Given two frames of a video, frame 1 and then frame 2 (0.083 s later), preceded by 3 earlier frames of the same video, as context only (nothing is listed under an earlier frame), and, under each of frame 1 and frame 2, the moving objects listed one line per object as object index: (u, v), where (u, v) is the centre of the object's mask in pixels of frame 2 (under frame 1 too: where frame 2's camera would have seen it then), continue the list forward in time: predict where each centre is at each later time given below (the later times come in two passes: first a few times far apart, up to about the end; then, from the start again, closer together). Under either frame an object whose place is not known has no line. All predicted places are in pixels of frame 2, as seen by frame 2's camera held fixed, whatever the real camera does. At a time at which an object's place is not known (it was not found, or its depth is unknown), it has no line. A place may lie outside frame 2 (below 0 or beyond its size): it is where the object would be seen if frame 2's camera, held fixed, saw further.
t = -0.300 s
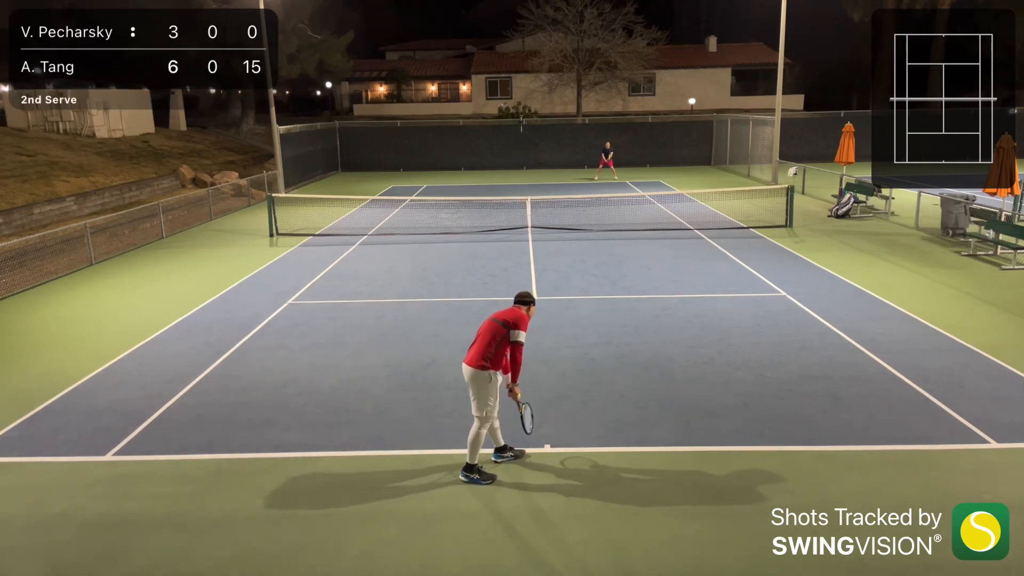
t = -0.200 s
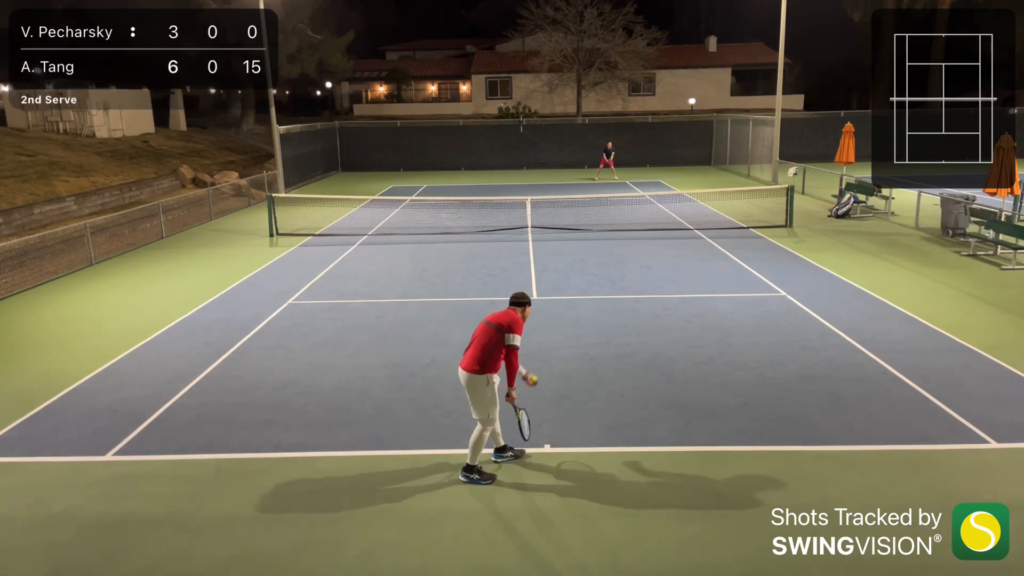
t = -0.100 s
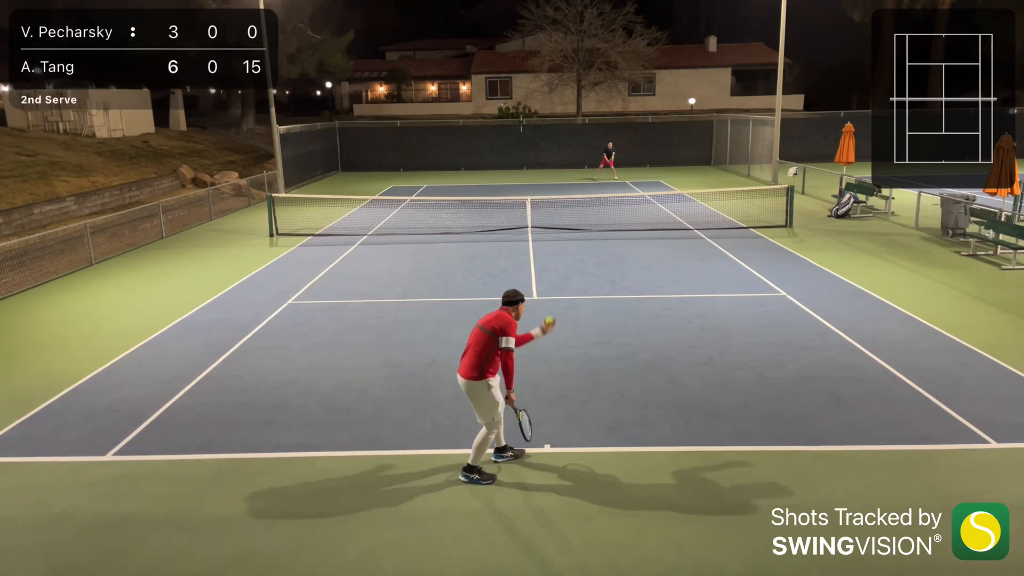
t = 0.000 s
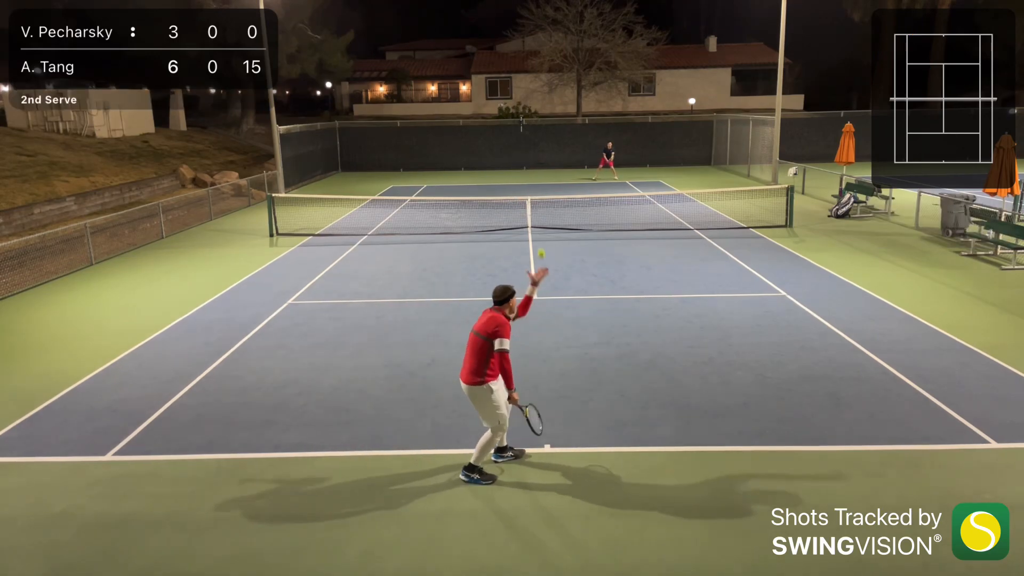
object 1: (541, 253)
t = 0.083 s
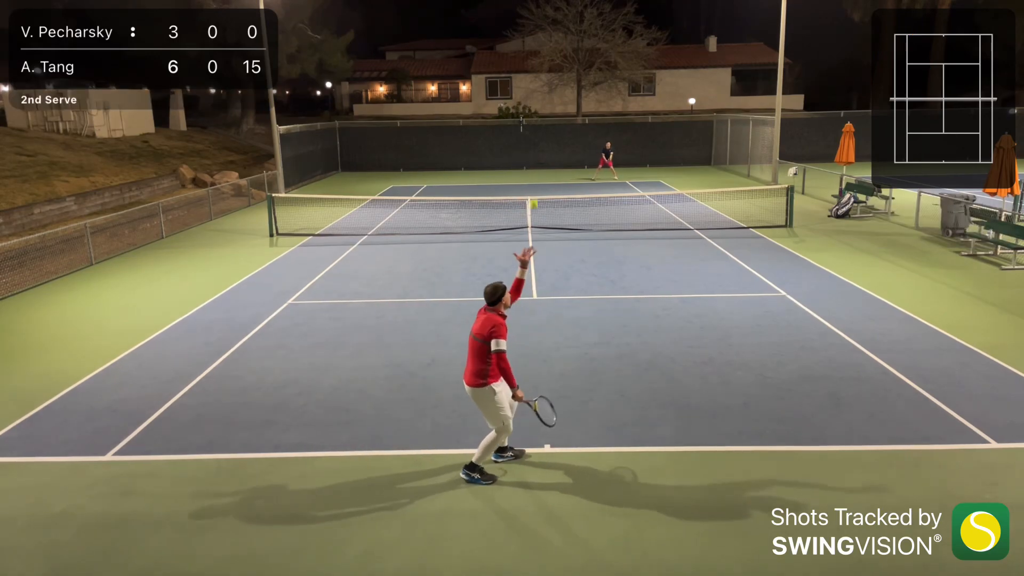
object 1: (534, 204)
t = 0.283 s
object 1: (516, 113)
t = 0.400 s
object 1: (507, 81)
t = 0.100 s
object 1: (533, 194)
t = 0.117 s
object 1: (531, 185)
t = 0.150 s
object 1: (528, 168)
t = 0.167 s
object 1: (527, 161)
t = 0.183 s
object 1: (525, 153)
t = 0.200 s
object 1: (524, 146)
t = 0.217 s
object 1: (522, 139)
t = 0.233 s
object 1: (521, 132)
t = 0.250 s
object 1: (519, 126)
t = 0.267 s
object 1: (518, 119)
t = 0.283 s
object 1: (516, 113)
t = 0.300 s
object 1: (515, 108)
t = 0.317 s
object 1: (514, 103)
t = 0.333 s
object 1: (512, 98)
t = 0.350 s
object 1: (511, 93)
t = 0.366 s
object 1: (509, 89)
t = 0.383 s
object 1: (508, 85)
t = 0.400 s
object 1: (507, 81)
